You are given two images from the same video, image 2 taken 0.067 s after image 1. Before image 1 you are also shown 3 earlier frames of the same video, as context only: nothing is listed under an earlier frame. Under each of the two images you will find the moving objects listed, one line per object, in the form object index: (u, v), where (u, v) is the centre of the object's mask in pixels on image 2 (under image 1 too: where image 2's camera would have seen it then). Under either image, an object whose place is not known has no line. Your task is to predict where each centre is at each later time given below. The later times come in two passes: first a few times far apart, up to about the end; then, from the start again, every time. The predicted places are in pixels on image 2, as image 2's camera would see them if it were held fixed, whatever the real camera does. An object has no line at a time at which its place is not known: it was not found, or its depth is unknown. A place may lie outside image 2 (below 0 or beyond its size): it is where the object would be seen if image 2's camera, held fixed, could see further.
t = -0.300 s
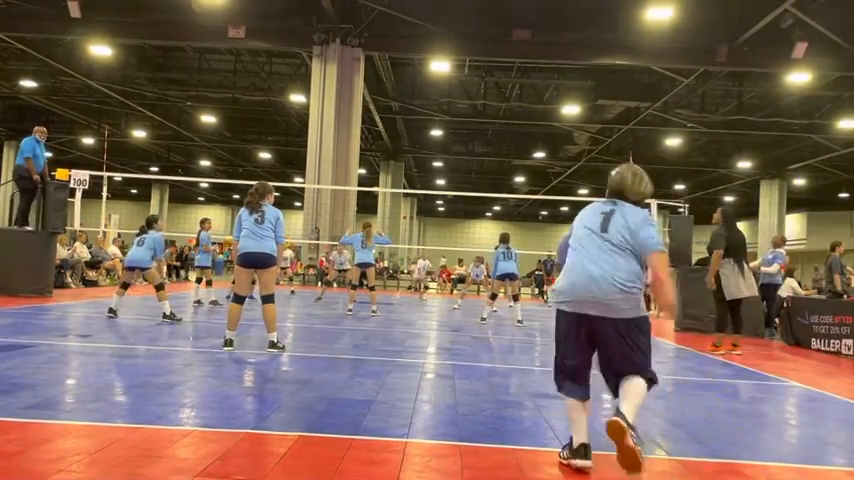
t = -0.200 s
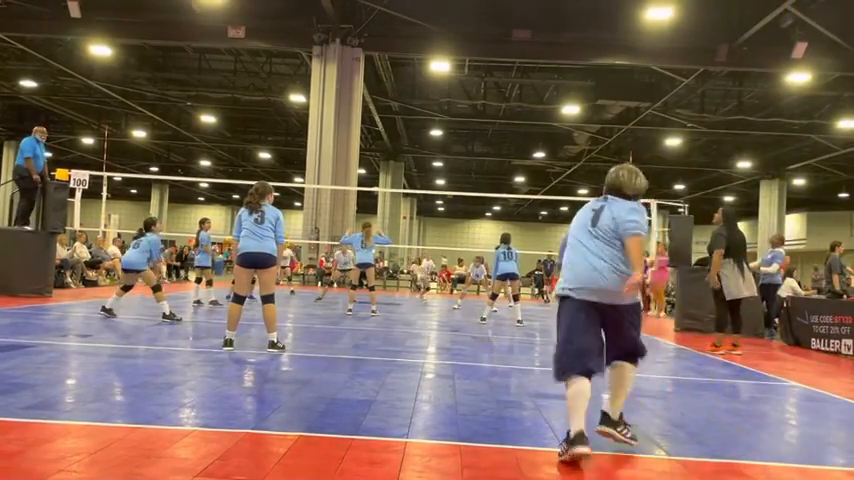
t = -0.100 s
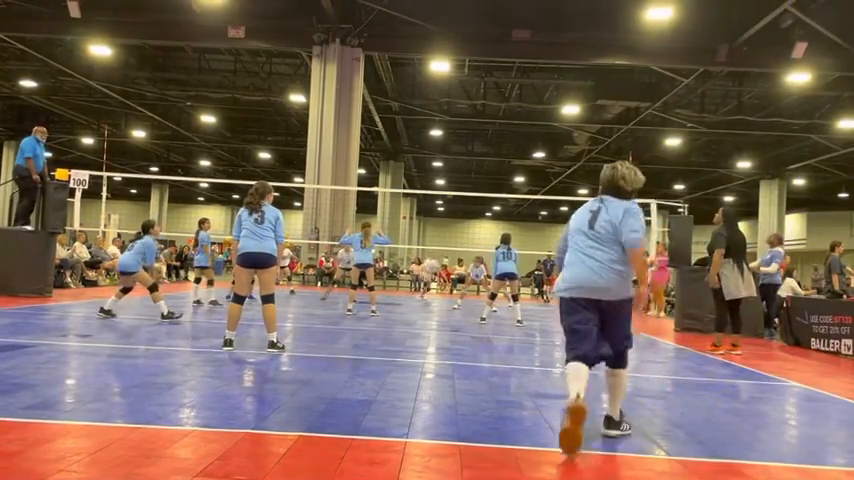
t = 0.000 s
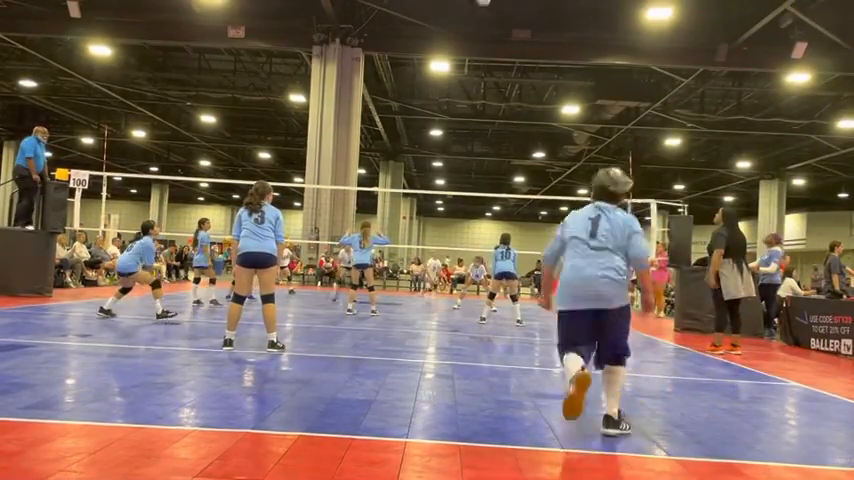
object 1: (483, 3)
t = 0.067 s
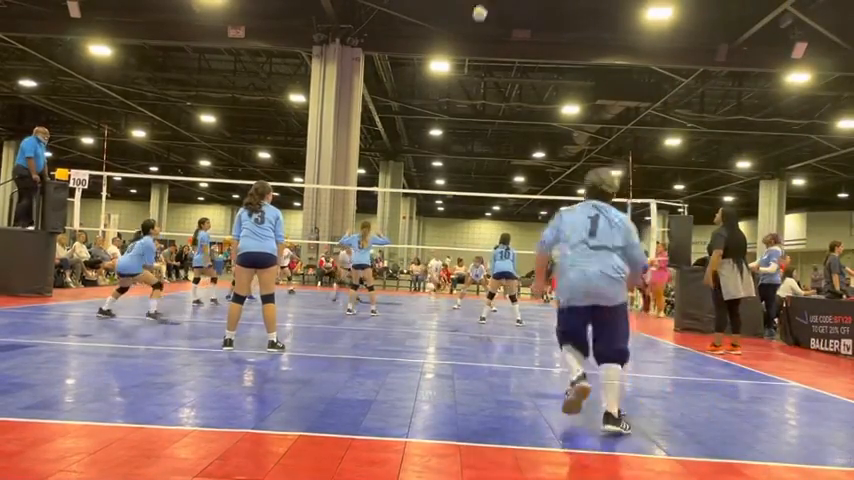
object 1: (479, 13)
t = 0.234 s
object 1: (471, 57)
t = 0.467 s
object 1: (464, 122)
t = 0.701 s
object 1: (457, 194)
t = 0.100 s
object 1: (478, 21)
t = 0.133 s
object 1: (476, 30)
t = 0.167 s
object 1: (474, 39)
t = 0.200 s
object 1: (473, 48)
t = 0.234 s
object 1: (471, 57)
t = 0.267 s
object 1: (470, 66)
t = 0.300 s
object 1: (469, 75)
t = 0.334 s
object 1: (468, 84)
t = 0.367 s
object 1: (467, 93)
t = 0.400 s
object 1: (466, 103)
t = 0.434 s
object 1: (465, 112)
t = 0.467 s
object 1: (464, 122)
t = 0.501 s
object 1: (463, 133)
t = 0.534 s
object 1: (462, 142)
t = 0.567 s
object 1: (462, 152)
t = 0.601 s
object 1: (460, 163)
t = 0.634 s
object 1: (459, 173)
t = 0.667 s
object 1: (458, 183)
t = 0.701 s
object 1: (457, 194)
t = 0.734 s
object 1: (455, 204)
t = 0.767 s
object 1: (454, 213)
